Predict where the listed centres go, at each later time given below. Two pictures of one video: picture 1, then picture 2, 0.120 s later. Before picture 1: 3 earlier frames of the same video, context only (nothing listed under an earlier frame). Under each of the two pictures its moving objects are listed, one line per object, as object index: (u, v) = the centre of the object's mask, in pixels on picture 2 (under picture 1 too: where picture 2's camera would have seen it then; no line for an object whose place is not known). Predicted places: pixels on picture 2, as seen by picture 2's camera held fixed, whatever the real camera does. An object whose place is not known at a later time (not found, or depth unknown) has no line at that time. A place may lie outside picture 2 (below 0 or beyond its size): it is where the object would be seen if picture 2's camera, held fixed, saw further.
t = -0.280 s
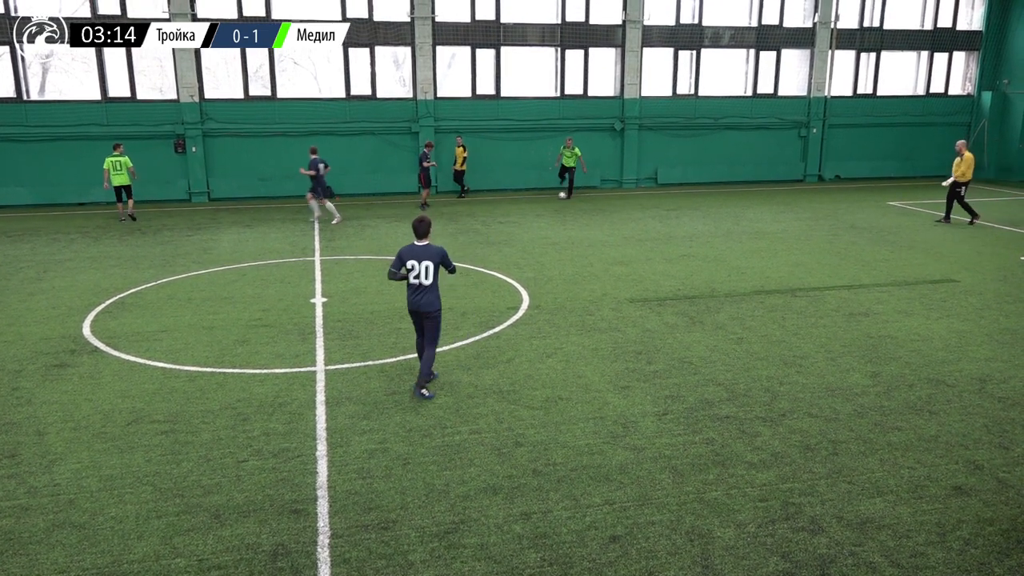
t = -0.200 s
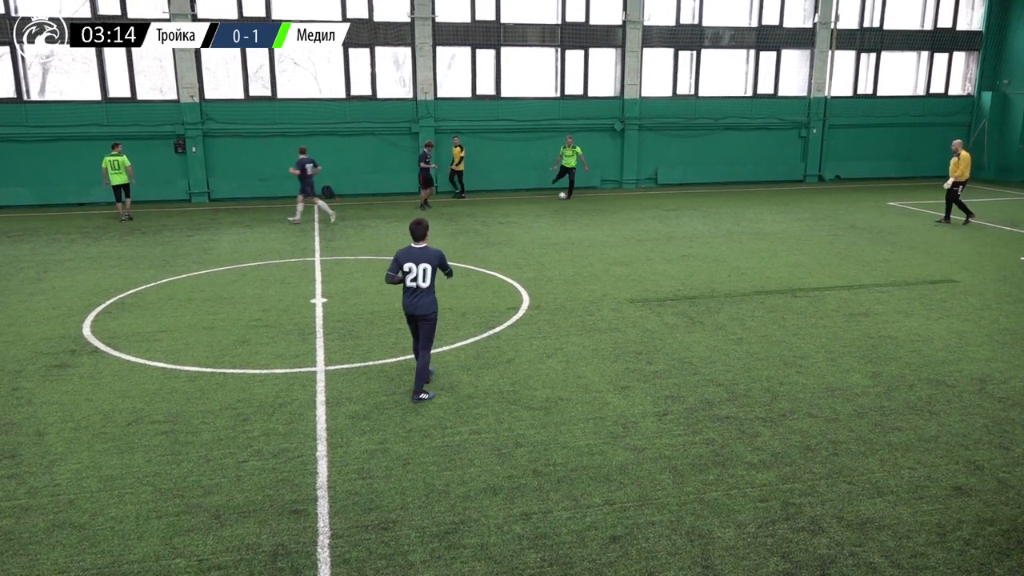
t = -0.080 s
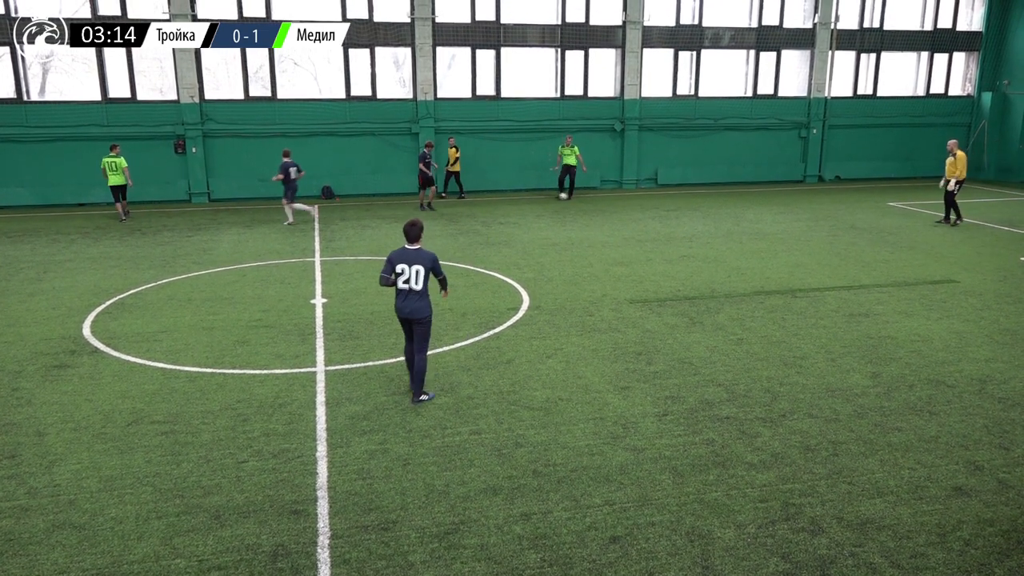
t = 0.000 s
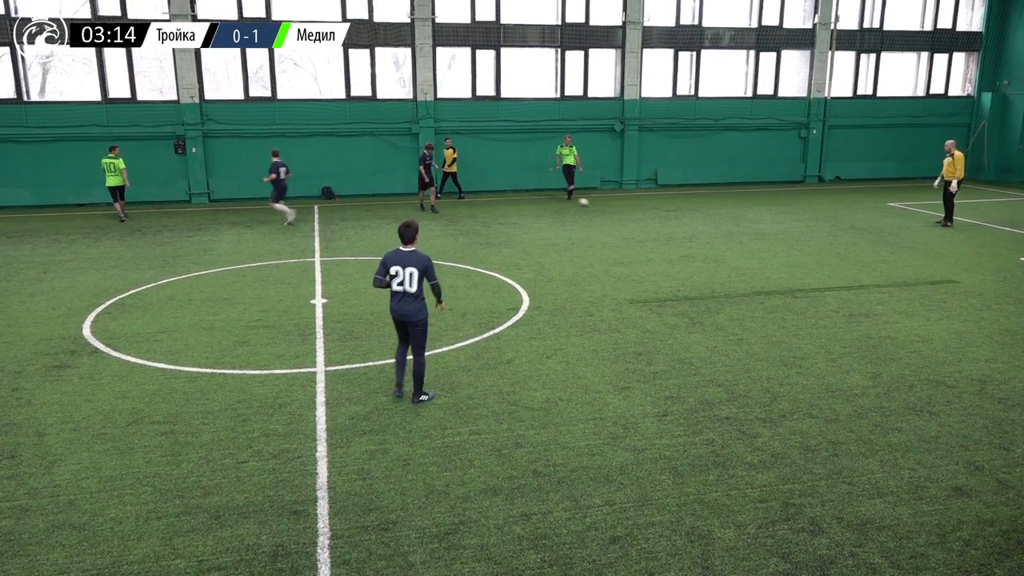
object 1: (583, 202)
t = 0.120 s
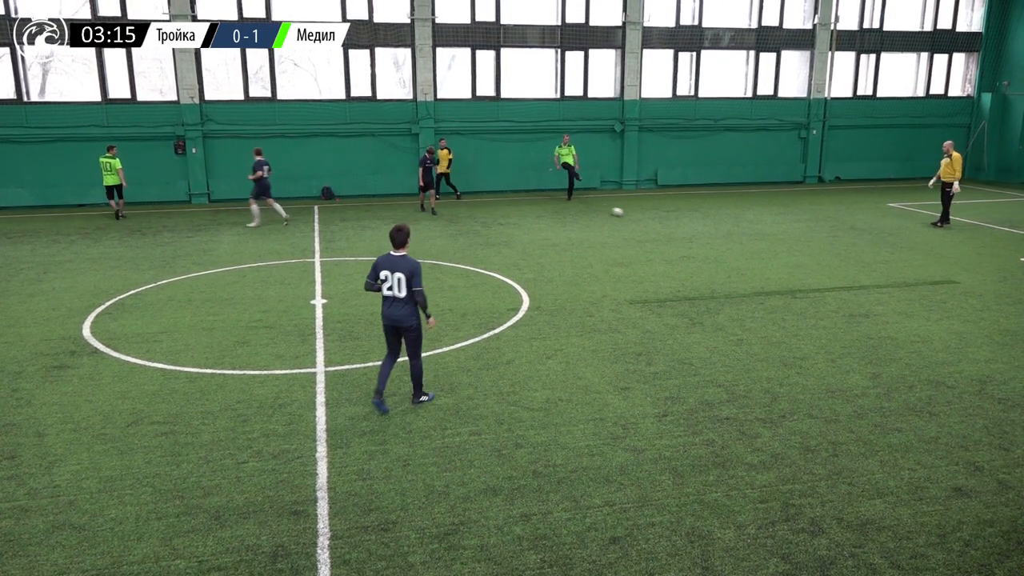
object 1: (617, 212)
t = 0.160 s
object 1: (629, 215)
